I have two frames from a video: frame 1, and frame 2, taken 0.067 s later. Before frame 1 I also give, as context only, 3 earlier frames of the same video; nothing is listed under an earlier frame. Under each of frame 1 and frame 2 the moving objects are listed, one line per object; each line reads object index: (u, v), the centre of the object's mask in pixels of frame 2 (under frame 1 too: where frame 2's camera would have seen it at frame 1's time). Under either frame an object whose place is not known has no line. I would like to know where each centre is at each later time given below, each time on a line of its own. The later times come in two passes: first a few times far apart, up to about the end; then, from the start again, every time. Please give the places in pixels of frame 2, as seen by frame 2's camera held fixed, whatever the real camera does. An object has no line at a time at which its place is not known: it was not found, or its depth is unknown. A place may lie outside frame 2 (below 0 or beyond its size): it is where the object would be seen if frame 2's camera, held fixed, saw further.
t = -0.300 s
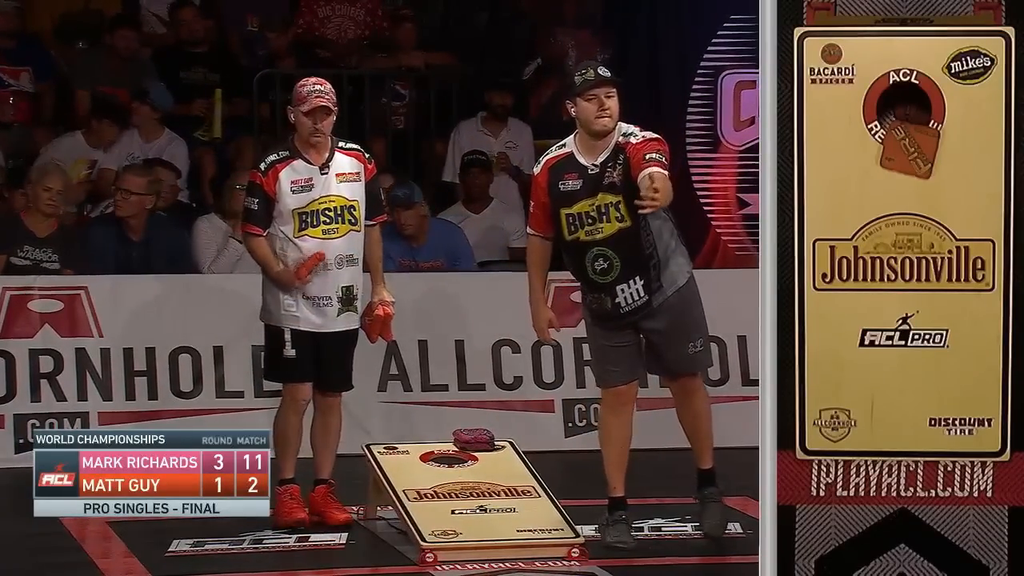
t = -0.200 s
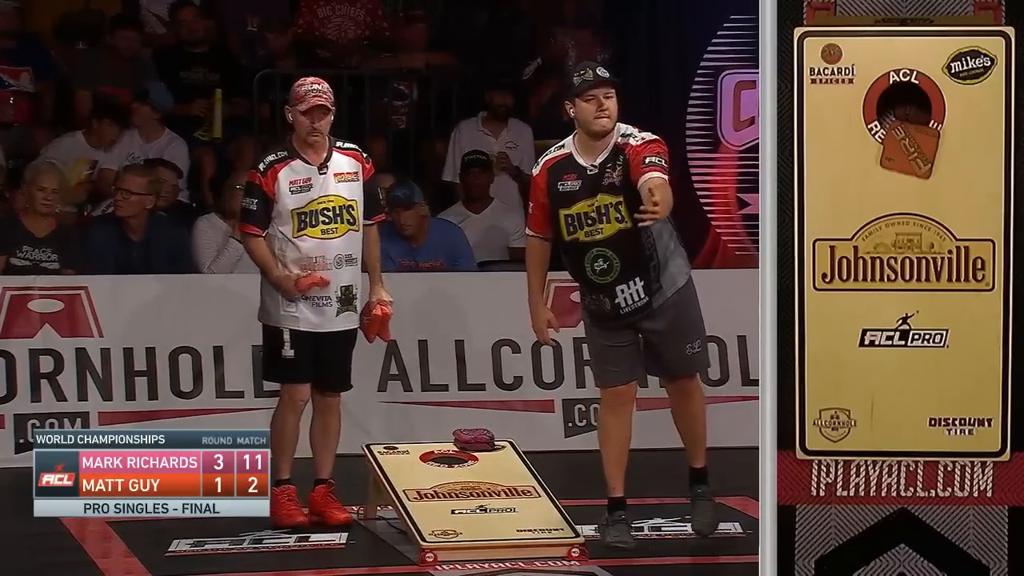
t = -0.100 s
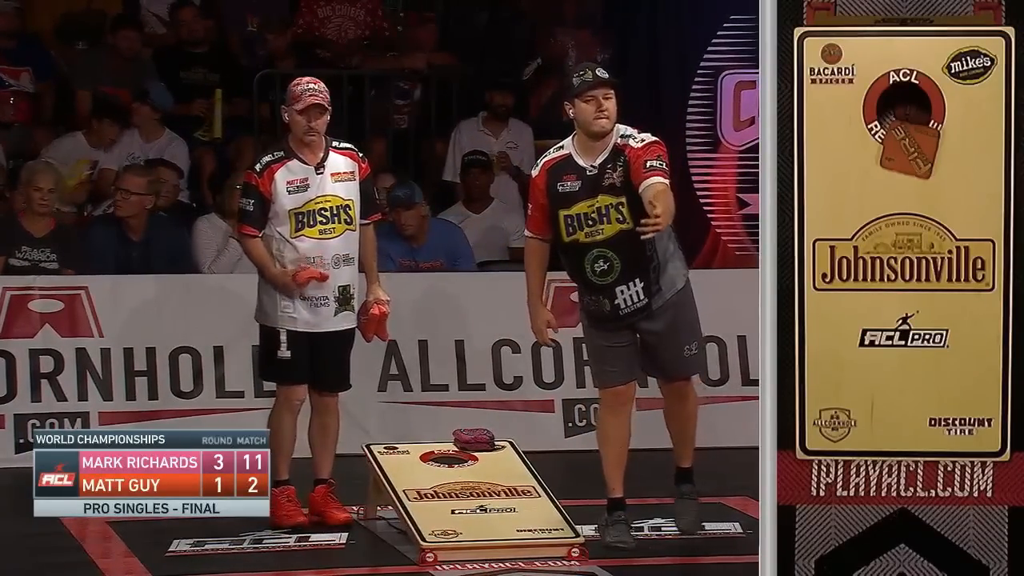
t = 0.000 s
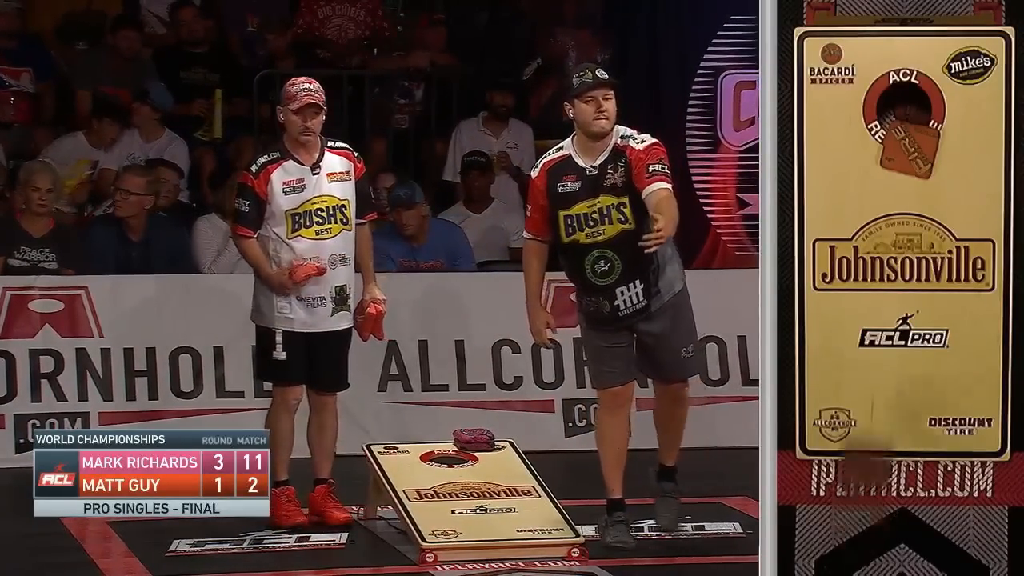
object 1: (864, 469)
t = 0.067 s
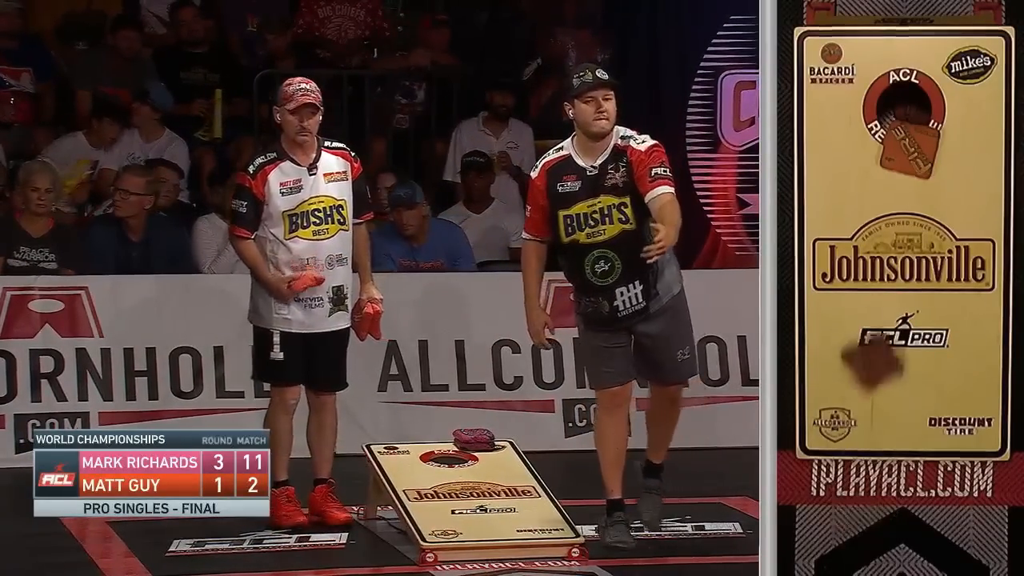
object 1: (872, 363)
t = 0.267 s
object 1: (889, 192)
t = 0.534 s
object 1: (889, 168)
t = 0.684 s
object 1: (889, 168)
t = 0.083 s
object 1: (873, 344)
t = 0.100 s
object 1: (874, 327)
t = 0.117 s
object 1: (877, 311)
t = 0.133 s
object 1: (879, 296)
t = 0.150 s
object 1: (880, 279)
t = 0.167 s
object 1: (881, 266)
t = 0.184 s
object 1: (883, 252)
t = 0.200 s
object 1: (883, 237)
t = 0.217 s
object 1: (885, 225)
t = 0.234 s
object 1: (886, 213)
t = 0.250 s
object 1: (888, 201)
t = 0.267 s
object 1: (889, 192)
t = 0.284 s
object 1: (889, 185)
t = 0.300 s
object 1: (890, 181)
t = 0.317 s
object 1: (889, 177)
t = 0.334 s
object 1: (889, 174)
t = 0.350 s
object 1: (889, 171)
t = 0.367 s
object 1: (889, 169)
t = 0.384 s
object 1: (889, 168)
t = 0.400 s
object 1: (889, 168)
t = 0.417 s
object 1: (889, 167)
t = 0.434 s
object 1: (889, 167)
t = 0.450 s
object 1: (889, 167)
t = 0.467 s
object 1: (889, 168)
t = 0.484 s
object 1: (889, 168)
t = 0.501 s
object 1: (889, 168)
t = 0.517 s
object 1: (889, 168)
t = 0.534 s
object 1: (889, 168)
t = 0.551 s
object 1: (889, 168)
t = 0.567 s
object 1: (889, 168)
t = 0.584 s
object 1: (889, 168)
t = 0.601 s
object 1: (889, 168)
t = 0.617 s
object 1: (889, 168)
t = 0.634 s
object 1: (889, 168)
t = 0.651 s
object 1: (889, 168)
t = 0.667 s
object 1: (889, 168)
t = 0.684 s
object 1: (889, 168)
